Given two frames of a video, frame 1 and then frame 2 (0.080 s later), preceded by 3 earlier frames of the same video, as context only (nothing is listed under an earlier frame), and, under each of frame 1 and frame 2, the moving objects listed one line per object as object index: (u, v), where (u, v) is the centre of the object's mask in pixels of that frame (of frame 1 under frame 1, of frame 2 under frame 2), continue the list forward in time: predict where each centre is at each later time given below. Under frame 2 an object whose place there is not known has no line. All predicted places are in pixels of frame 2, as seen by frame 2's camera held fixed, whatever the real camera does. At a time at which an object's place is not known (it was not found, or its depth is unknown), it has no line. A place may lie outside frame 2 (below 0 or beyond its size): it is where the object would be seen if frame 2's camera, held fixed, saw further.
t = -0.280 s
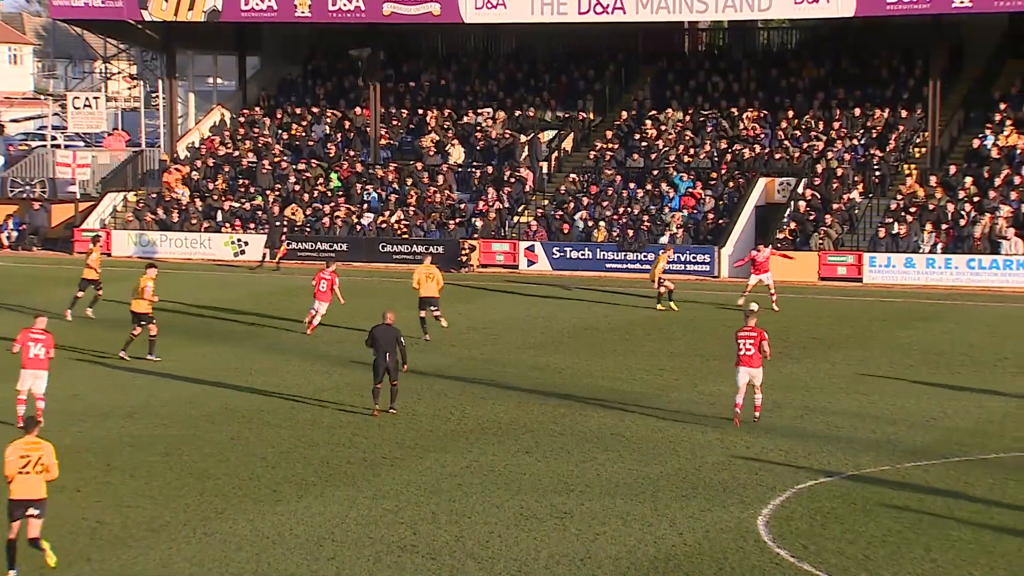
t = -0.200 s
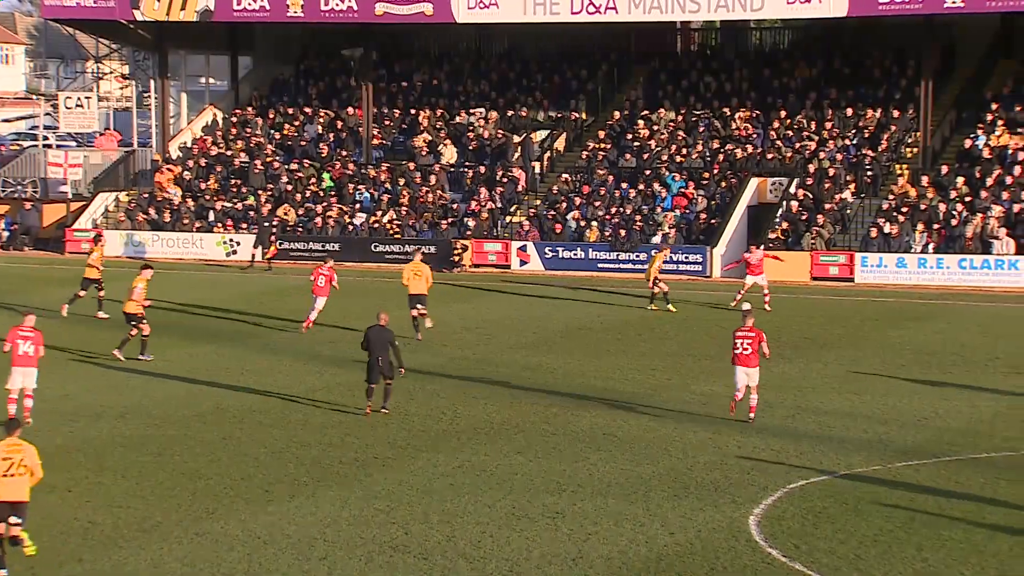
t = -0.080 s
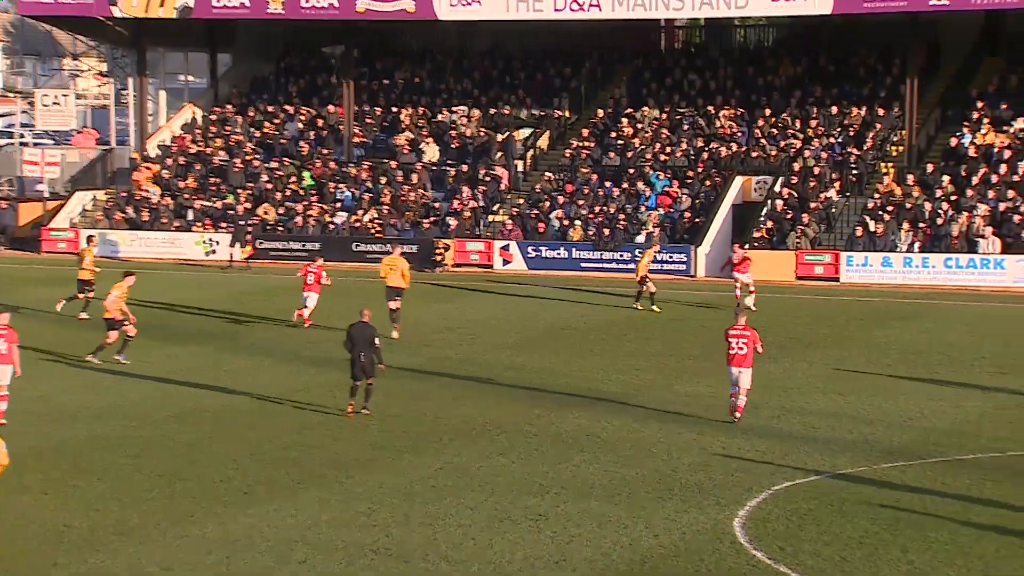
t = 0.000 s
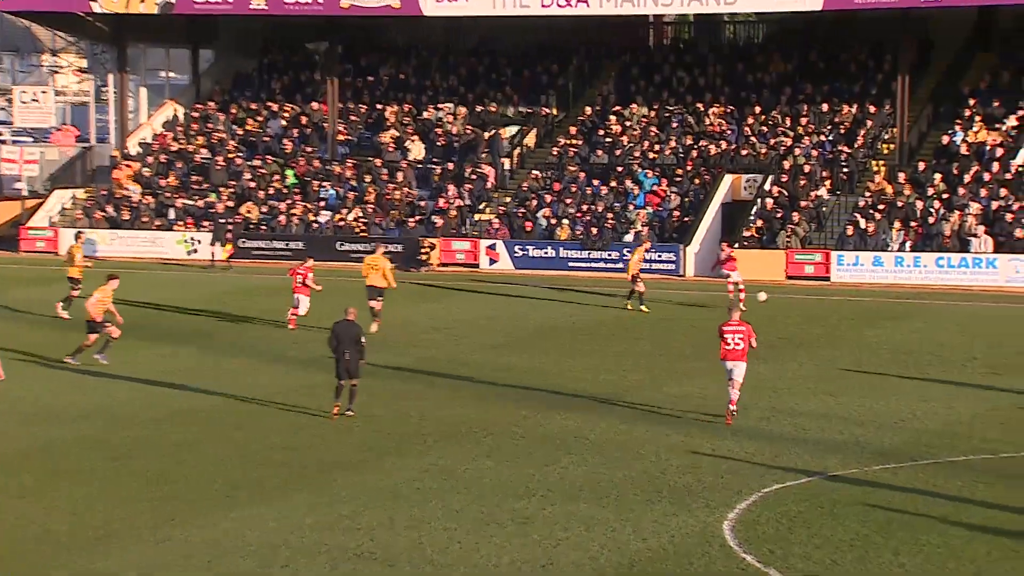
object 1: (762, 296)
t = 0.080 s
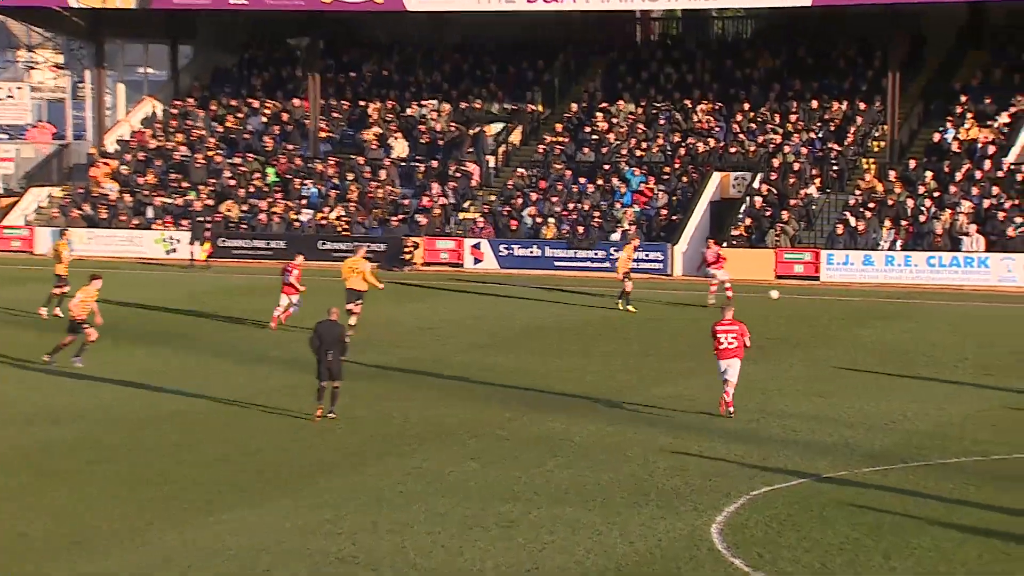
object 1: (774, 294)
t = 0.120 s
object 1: (786, 294)
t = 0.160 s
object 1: (798, 295)
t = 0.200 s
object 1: (811, 296)
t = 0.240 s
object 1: (823, 299)
